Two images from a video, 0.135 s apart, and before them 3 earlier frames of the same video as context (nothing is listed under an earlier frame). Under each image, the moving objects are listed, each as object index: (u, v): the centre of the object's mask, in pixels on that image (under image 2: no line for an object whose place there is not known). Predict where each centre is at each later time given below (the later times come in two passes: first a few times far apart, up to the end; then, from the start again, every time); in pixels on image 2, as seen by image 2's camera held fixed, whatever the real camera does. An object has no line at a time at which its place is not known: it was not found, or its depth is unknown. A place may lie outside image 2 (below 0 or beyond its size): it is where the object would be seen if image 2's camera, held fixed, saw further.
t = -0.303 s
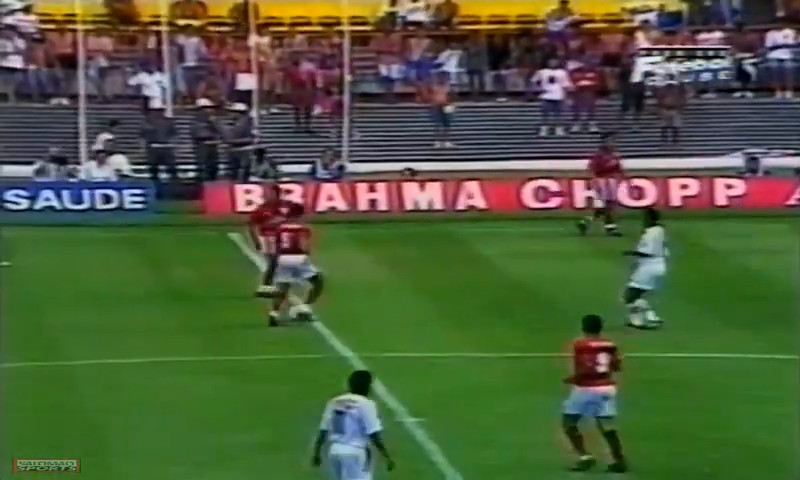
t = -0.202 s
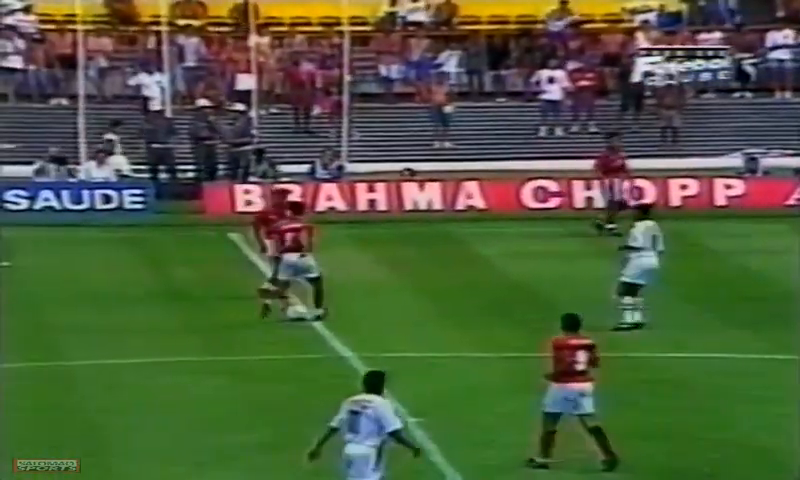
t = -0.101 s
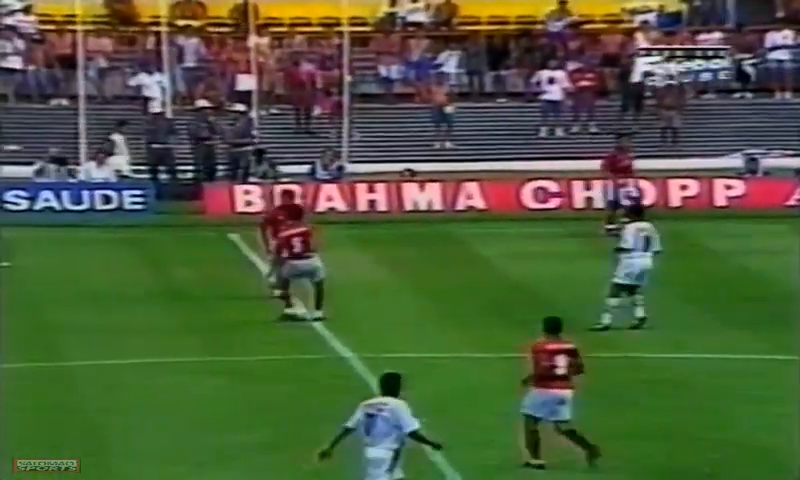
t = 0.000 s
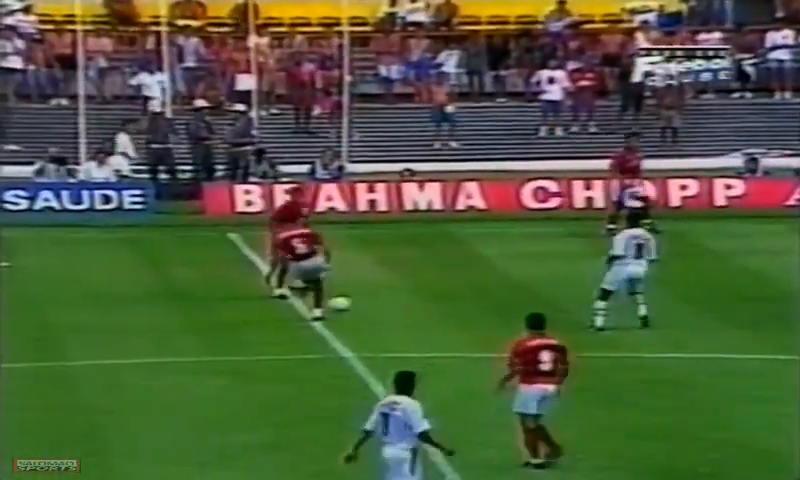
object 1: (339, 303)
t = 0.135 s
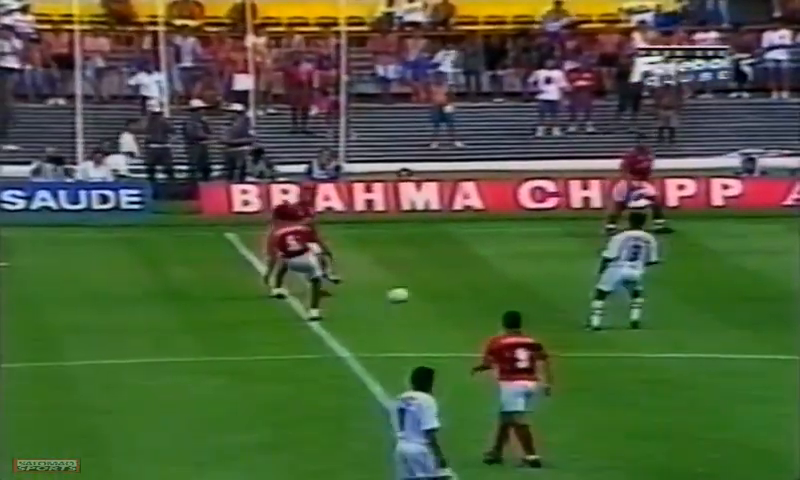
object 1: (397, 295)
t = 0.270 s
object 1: (454, 286)
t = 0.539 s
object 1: (556, 273)
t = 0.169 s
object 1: (412, 292)
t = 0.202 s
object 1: (427, 289)
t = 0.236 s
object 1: (441, 287)
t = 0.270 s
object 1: (454, 286)
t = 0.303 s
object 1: (469, 286)
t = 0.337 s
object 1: (483, 282)
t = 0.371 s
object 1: (496, 279)
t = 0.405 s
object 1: (508, 276)
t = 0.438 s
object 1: (521, 274)
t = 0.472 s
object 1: (533, 273)
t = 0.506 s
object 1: (544, 272)
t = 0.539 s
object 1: (556, 273)
